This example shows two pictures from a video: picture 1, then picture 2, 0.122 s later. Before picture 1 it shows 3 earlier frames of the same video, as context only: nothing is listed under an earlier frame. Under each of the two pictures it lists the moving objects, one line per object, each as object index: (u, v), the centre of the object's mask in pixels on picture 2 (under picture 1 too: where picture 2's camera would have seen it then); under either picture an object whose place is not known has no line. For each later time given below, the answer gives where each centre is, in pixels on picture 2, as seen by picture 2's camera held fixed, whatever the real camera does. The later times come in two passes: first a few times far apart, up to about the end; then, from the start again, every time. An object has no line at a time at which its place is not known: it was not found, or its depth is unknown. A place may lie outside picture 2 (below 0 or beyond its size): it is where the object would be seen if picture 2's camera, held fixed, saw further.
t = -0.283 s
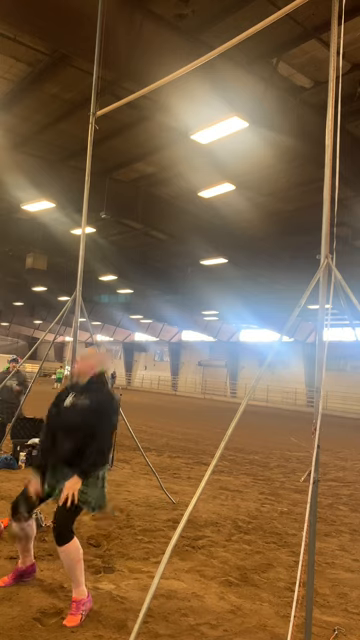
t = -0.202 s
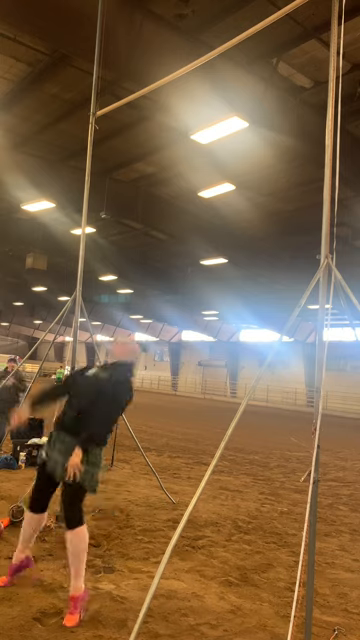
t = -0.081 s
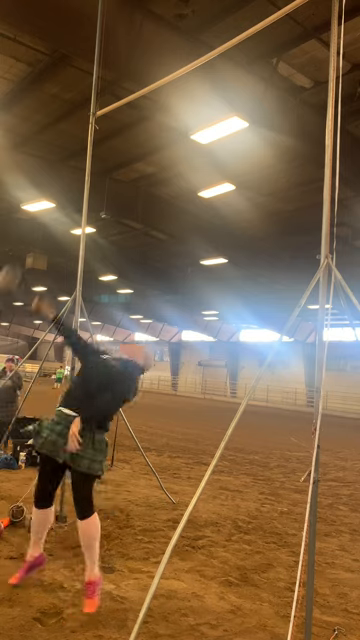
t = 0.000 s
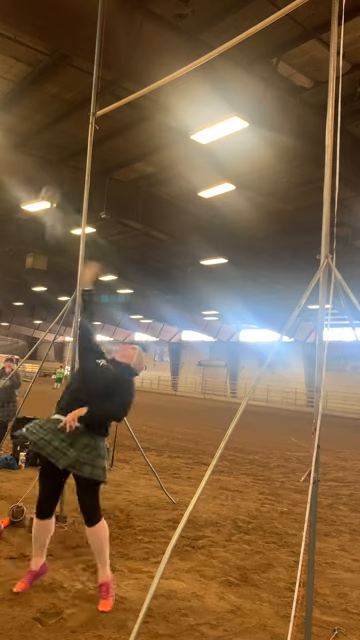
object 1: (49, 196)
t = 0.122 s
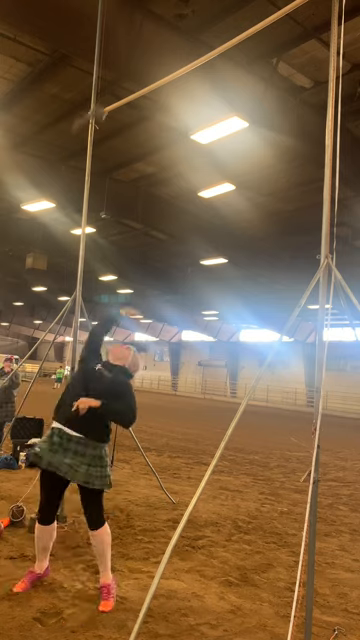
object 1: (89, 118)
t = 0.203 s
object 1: (122, 71)
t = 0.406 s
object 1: (179, 17)
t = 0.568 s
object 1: (216, 13)
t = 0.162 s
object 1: (104, 90)
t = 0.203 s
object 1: (122, 71)
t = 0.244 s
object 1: (136, 56)
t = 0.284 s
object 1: (149, 44)
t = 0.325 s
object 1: (159, 29)
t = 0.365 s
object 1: (169, 24)
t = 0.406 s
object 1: (179, 17)
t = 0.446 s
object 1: (187, 13)
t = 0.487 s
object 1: (197, 8)
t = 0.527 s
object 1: (208, 11)
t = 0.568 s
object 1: (216, 13)
